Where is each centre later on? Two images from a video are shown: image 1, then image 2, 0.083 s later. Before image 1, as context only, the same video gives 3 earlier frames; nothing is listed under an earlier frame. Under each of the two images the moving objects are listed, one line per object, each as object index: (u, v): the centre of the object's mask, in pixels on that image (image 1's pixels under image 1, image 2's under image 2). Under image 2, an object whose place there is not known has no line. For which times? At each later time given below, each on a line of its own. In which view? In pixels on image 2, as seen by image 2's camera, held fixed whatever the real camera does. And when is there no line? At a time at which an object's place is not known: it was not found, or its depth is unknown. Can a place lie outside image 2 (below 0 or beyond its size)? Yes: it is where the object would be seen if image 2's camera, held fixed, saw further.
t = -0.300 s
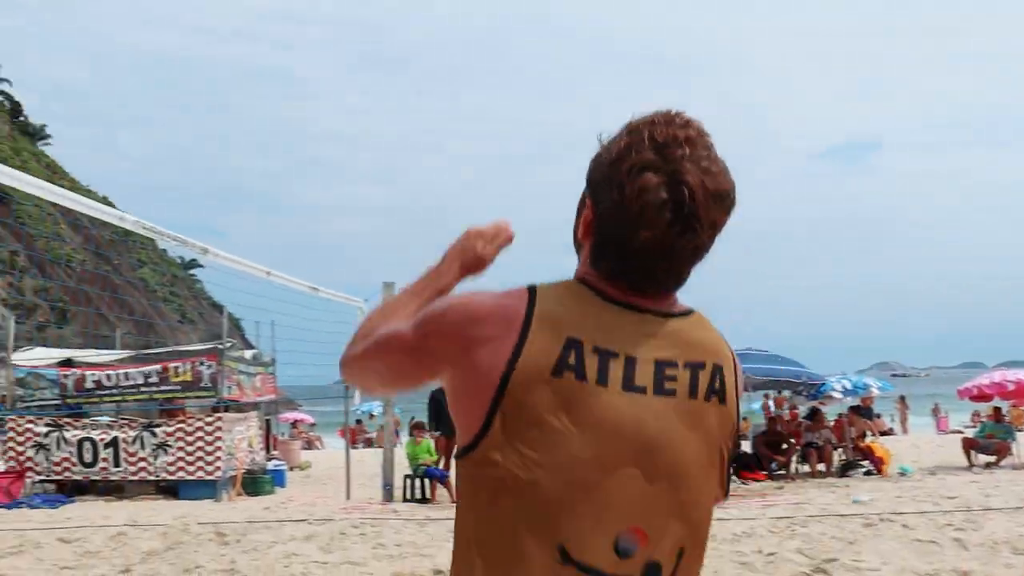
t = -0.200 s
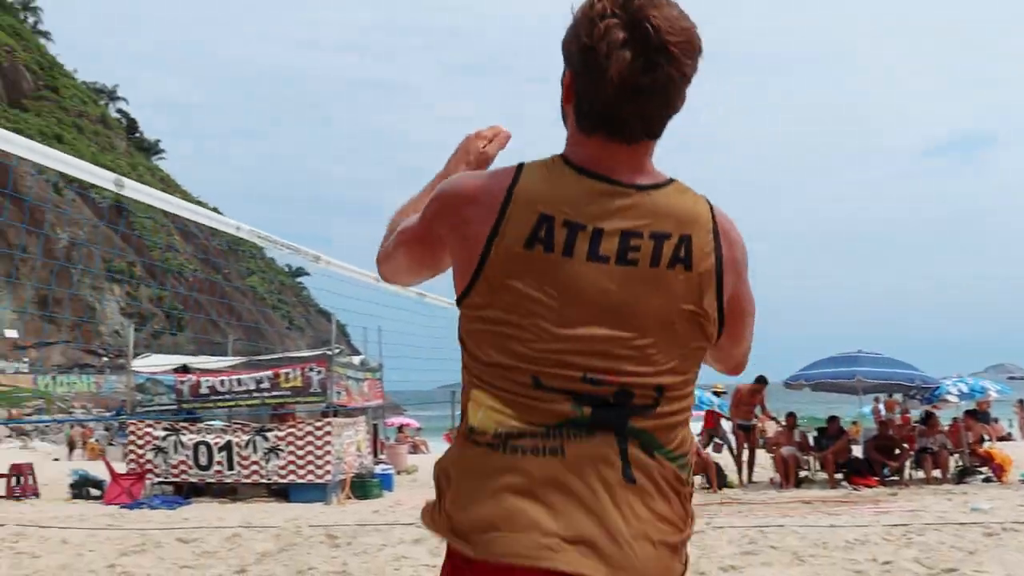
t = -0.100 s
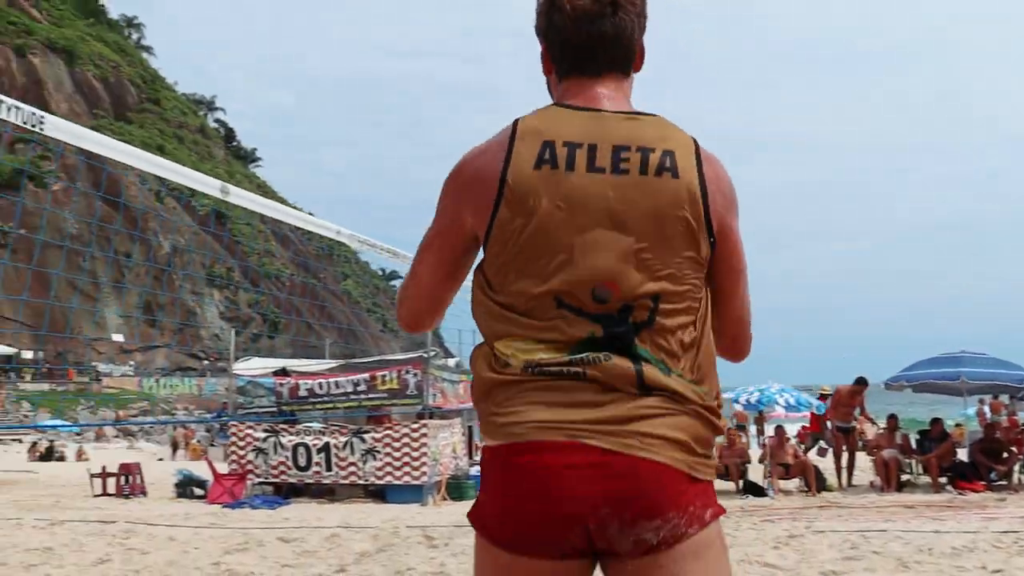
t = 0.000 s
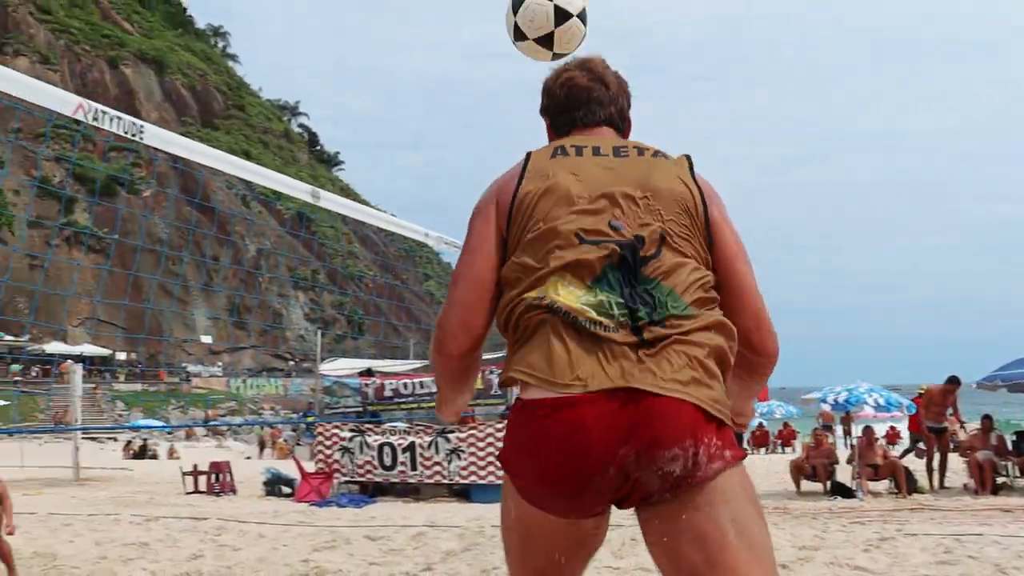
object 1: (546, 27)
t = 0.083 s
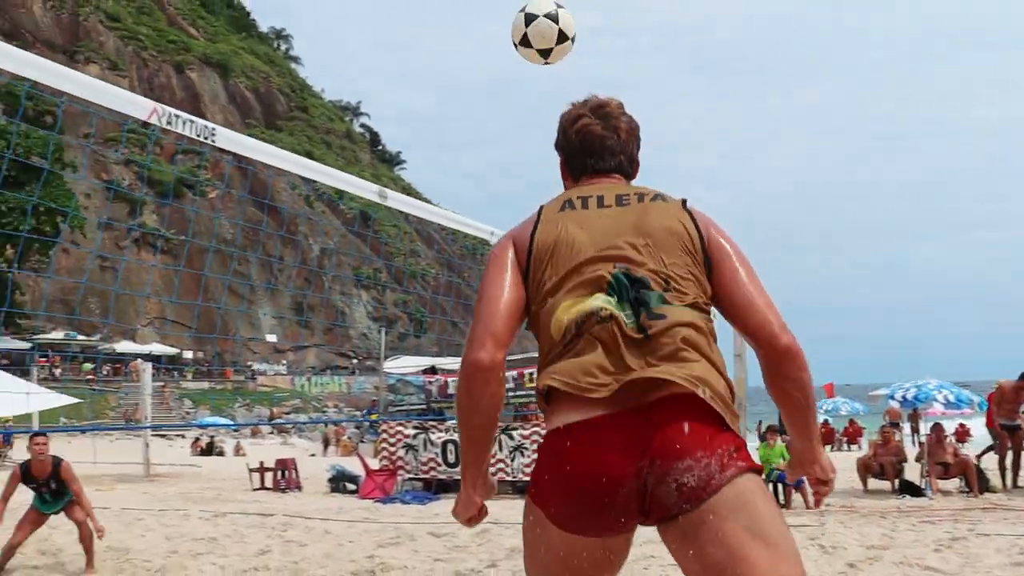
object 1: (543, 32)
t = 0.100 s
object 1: (530, 36)
